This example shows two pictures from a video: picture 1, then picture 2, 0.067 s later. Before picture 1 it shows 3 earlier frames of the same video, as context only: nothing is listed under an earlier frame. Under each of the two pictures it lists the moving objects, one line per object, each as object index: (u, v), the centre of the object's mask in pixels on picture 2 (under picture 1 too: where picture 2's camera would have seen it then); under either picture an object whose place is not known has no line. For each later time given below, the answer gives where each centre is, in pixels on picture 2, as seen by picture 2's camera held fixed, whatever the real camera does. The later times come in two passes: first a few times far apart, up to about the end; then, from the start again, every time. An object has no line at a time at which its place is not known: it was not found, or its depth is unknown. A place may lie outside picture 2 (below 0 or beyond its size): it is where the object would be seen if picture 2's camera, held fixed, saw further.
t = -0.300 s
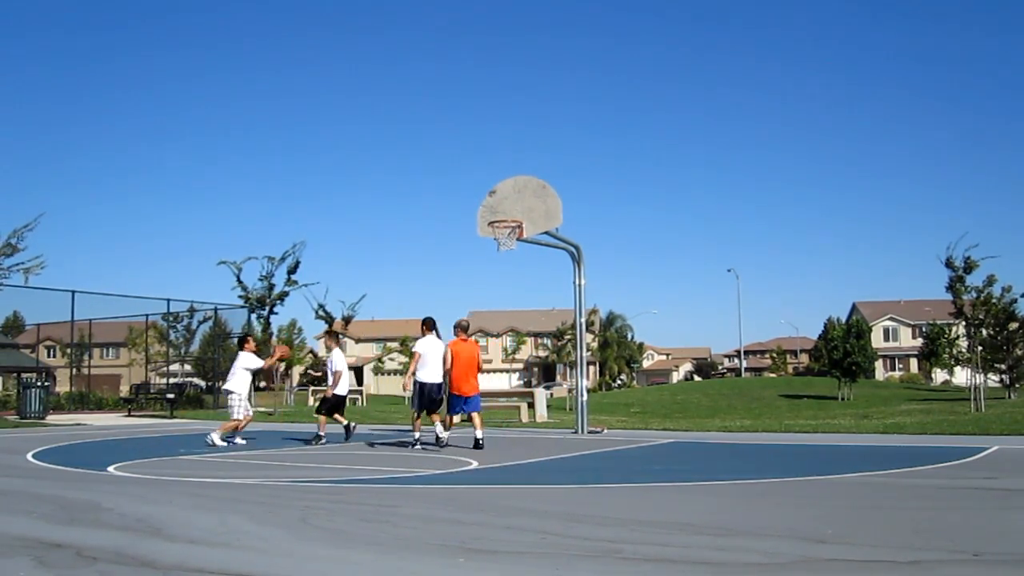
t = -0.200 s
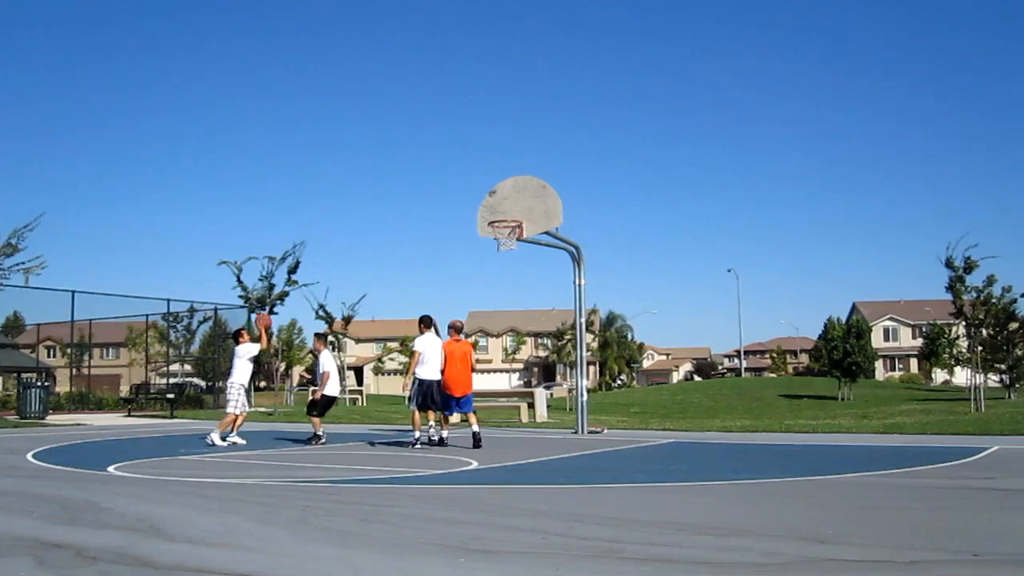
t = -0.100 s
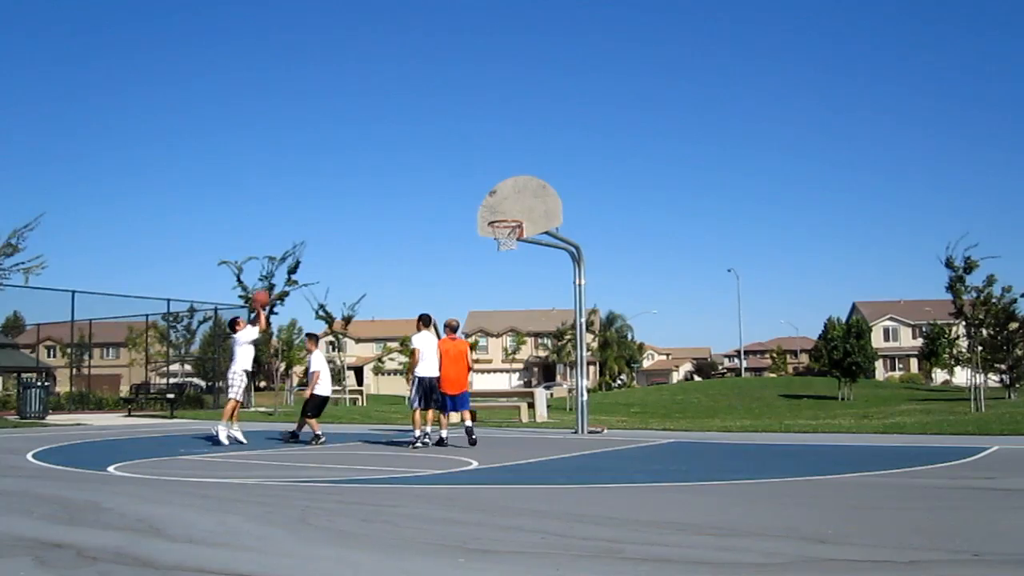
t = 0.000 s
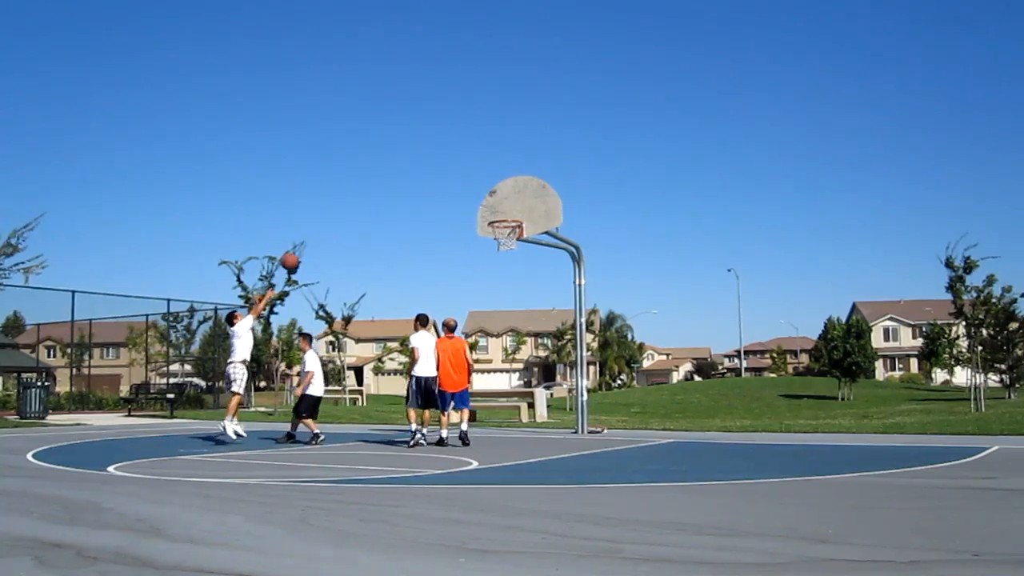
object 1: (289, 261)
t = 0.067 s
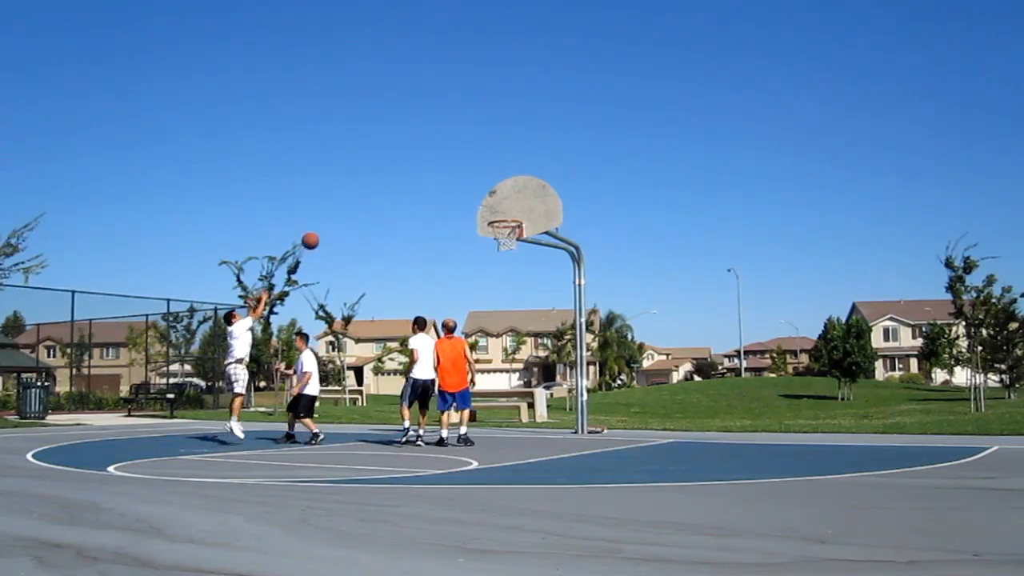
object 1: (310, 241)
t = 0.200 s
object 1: (351, 209)
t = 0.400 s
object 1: (411, 186)
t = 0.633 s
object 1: (477, 194)
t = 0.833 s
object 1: (511, 223)
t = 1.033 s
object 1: (498, 233)
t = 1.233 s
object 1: (506, 245)
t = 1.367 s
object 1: (515, 263)
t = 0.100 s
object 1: (321, 231)
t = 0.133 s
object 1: (331, 223)
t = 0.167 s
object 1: (341, 216)
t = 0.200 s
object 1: (351, 209)
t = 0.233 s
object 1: (362, 203)
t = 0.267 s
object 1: (371, 198)
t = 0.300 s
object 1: (381, 194)
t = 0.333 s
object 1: (391, 190)
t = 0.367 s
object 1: (401, 188)
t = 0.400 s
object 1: (411, 186)
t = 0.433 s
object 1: (420, 185)
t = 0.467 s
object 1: (430, 184)
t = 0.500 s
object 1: (440, 185)
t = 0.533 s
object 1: (449, 186)
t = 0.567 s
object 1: (459, 188)
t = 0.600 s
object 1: (468, 190)
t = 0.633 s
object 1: (477, 194)
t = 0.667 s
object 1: (487, 198)
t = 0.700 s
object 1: (496, 203)
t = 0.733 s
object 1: (506, 209)
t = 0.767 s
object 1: (508, 212)
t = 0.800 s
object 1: (510, 215)
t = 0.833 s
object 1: (511, 223)
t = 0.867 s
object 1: (512, 228)
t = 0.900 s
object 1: (510, 231)
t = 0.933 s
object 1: (504, 233)
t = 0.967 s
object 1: (500, 233)
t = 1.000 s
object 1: (497, 232)
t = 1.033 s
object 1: (498, 233)
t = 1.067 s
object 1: (498, 235)
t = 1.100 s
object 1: (499, 238)
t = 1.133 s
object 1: (501, 240)
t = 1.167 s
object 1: (502, 242)
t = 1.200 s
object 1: (504, 244)
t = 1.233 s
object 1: (506, 245)
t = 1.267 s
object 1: (509, 251)
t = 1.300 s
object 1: (511, 253)
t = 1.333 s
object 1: (513, 258)
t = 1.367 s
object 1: (515, 263)
